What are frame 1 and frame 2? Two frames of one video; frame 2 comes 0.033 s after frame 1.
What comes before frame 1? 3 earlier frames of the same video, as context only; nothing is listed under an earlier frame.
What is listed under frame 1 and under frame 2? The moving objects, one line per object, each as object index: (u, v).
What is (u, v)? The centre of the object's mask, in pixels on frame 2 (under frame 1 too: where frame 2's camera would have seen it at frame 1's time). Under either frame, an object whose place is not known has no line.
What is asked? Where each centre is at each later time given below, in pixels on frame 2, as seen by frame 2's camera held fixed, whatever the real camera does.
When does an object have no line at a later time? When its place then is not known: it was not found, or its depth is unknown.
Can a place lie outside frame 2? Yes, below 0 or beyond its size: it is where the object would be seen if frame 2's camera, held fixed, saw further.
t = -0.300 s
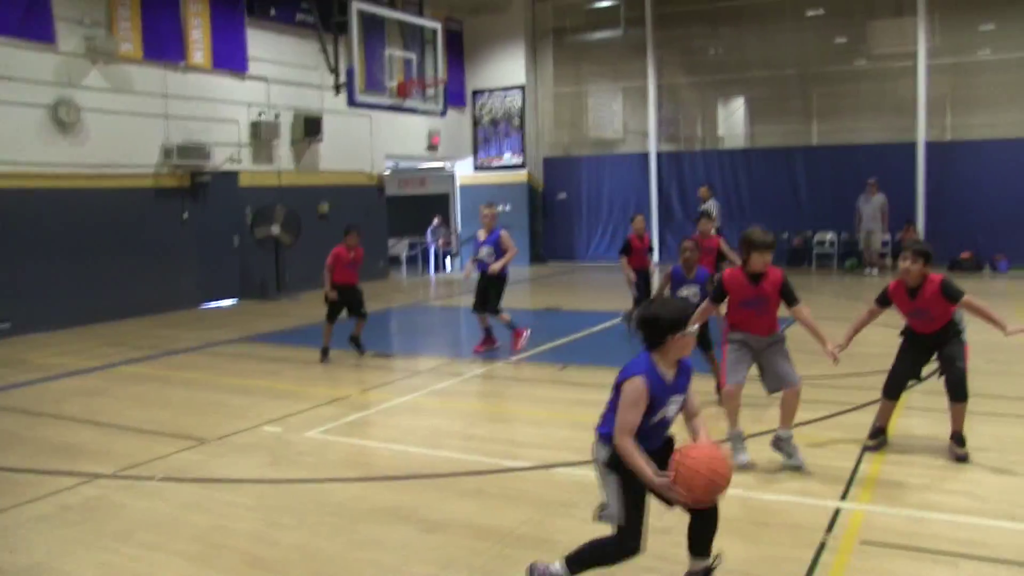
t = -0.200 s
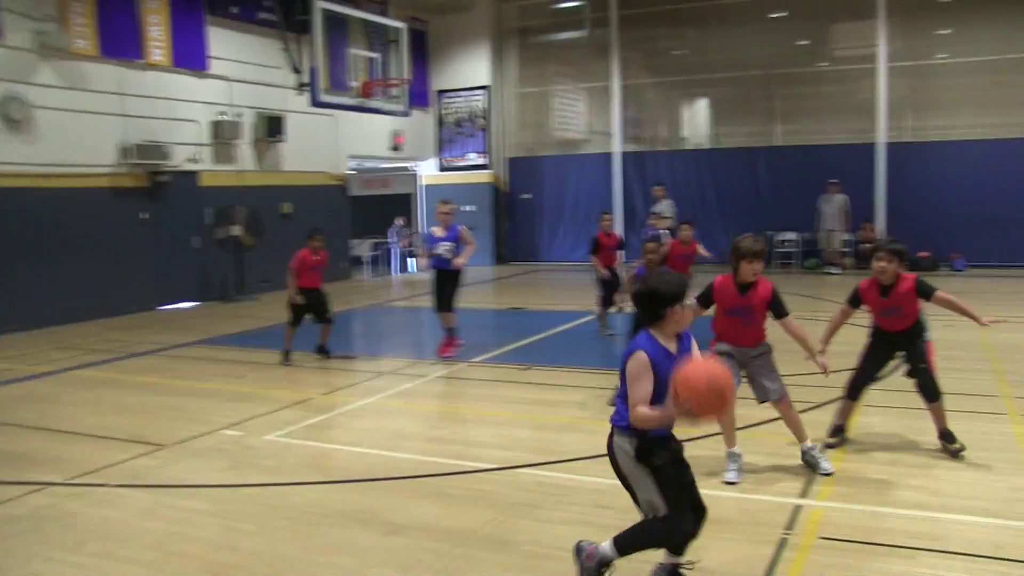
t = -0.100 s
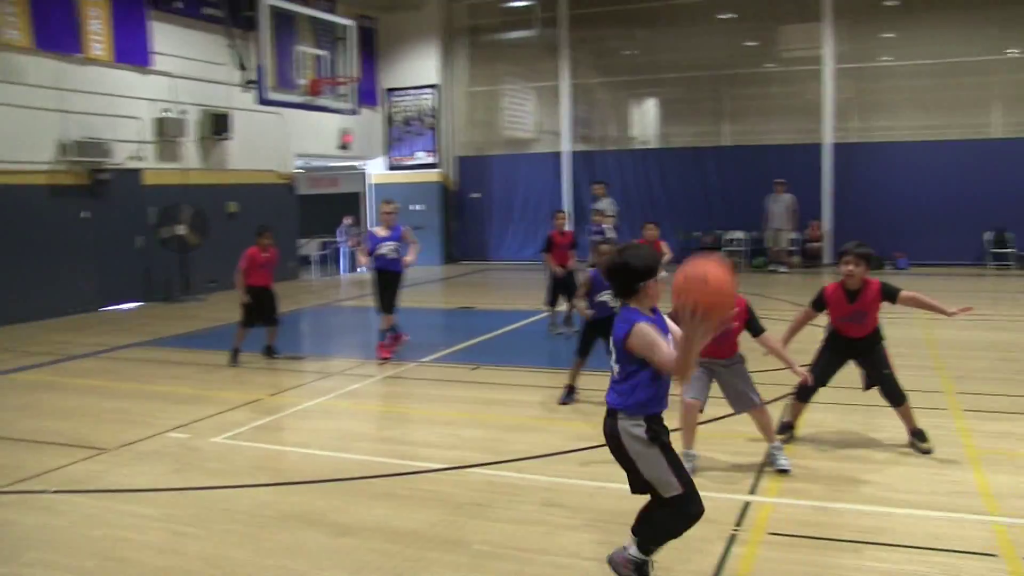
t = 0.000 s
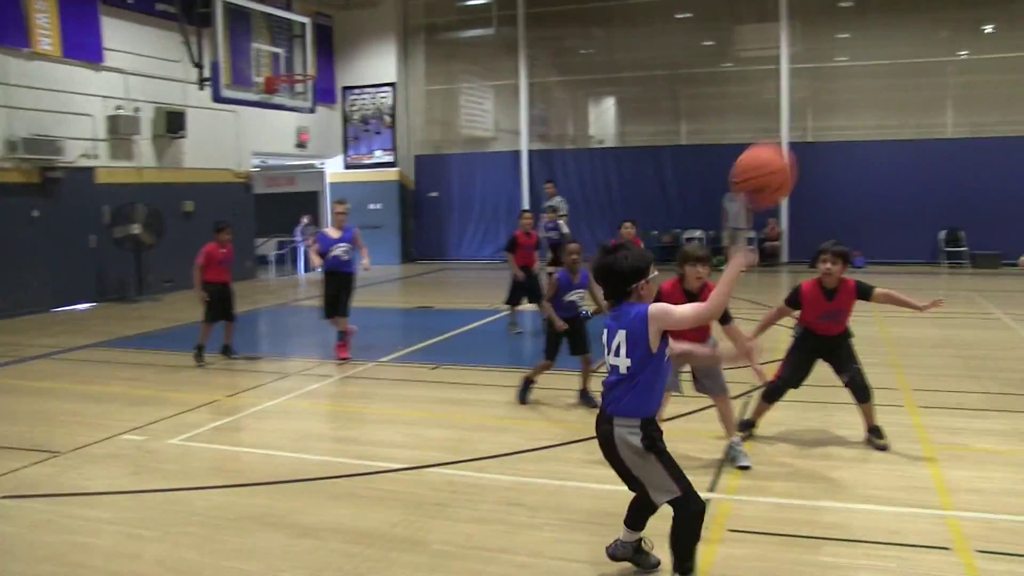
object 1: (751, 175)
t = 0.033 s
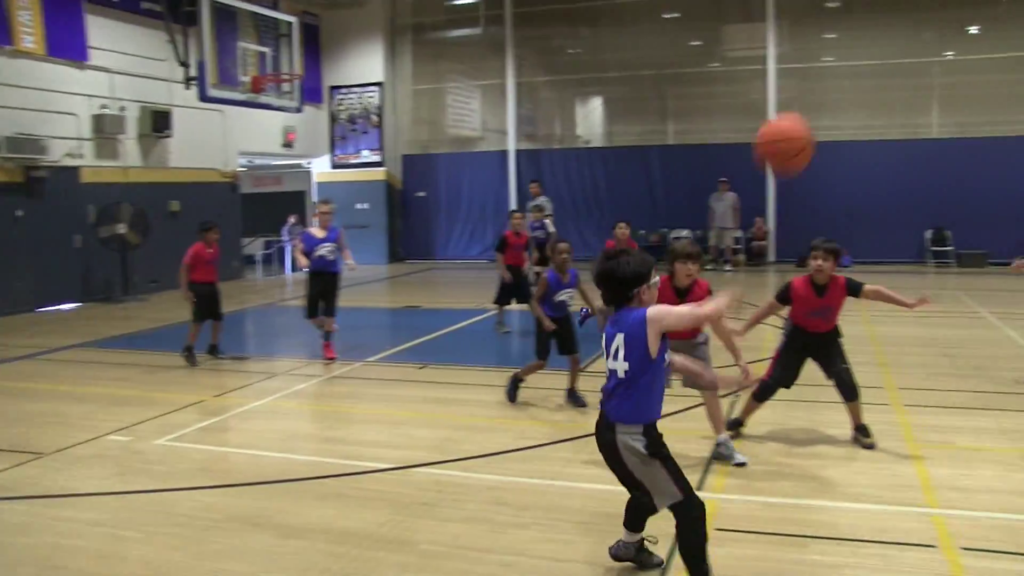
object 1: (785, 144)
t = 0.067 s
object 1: (815, 118)
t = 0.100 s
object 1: (844, 97)
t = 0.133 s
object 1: (871, 81)
